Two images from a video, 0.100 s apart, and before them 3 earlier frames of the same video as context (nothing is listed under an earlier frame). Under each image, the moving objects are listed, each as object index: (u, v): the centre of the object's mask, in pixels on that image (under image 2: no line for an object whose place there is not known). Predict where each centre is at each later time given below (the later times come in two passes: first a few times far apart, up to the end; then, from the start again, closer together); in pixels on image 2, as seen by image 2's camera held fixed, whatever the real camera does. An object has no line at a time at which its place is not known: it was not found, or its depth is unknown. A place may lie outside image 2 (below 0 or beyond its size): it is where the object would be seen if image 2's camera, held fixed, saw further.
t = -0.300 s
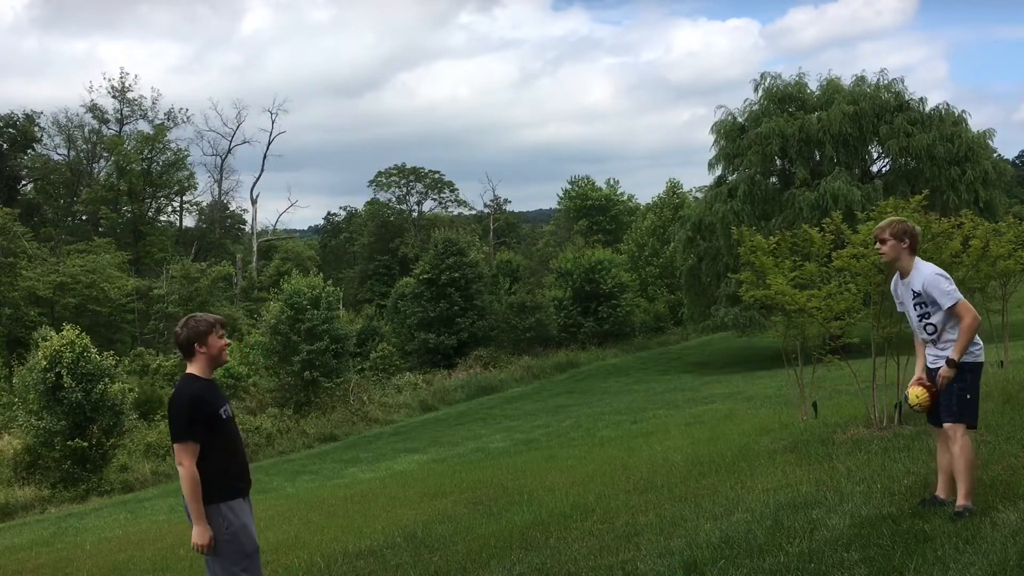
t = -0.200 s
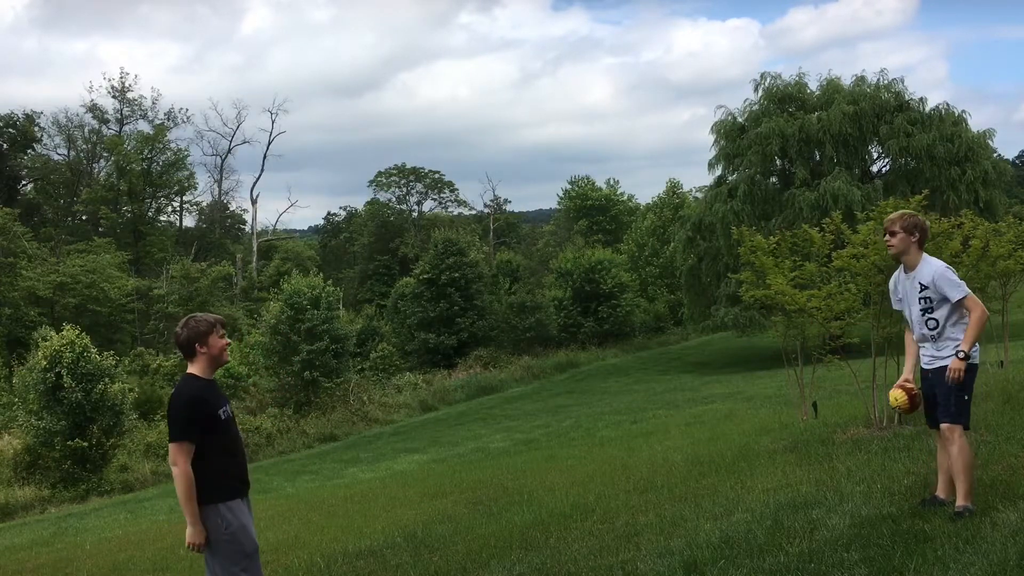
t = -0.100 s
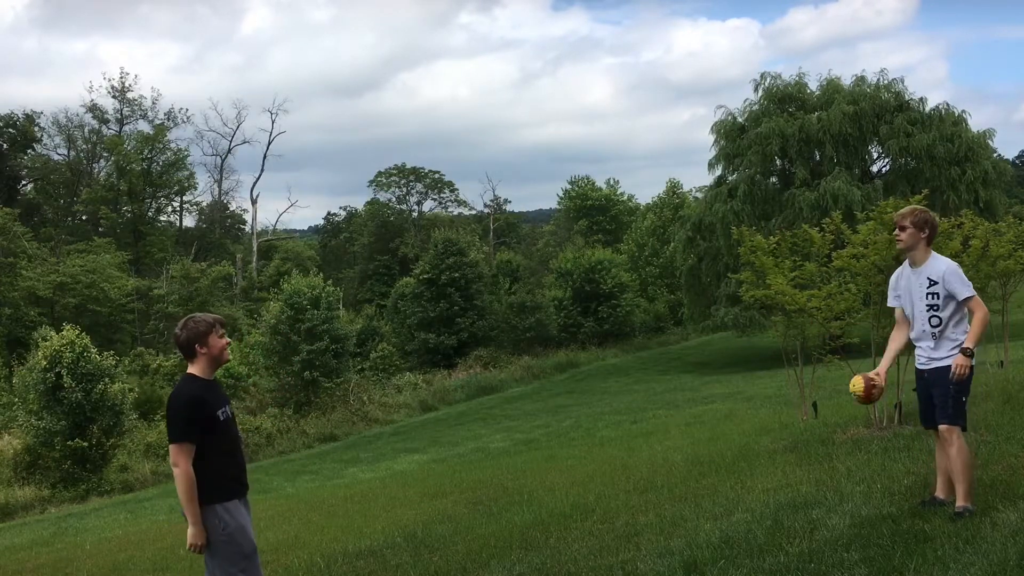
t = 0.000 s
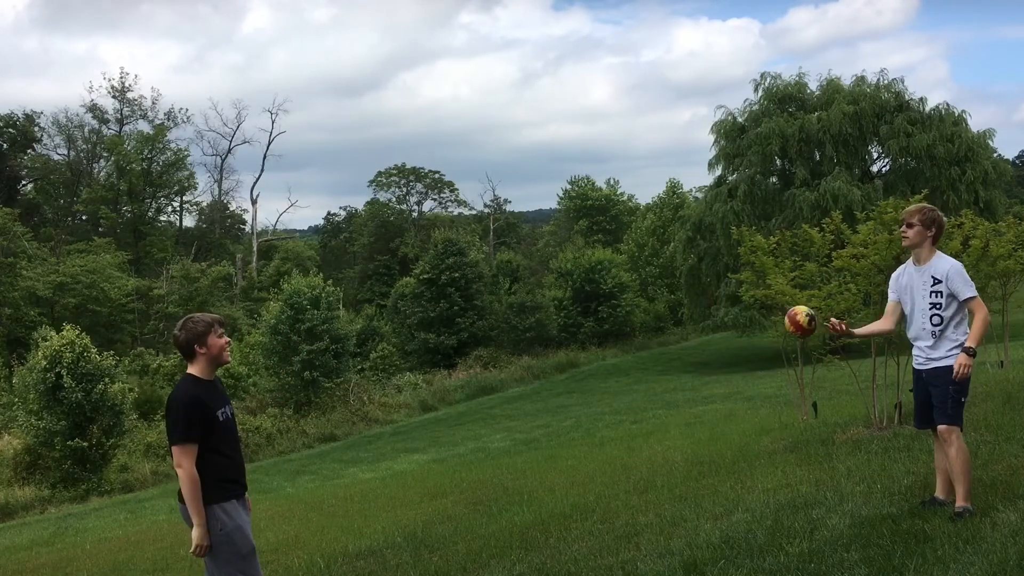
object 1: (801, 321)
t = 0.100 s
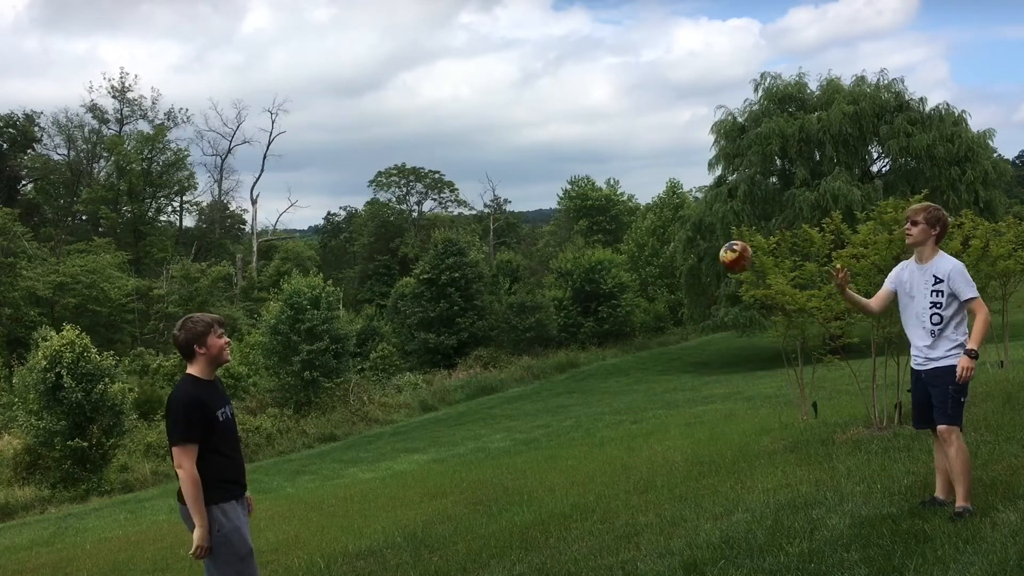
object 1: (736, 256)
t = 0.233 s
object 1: (650, 200)
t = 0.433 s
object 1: (525, 181)
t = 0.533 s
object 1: (467, 200)
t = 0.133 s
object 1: (714, 238)
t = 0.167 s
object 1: (693, 223)
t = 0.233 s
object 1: (650, 200)
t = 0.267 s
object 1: (629, 192)
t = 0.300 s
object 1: (608, 186)
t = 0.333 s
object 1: (587, 182)
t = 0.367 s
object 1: (566, 180)
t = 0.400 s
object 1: (545, 179)
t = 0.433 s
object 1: (525, 181)
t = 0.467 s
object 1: (505, 186)
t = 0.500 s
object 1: (486, 193)
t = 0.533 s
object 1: (467, 200)
